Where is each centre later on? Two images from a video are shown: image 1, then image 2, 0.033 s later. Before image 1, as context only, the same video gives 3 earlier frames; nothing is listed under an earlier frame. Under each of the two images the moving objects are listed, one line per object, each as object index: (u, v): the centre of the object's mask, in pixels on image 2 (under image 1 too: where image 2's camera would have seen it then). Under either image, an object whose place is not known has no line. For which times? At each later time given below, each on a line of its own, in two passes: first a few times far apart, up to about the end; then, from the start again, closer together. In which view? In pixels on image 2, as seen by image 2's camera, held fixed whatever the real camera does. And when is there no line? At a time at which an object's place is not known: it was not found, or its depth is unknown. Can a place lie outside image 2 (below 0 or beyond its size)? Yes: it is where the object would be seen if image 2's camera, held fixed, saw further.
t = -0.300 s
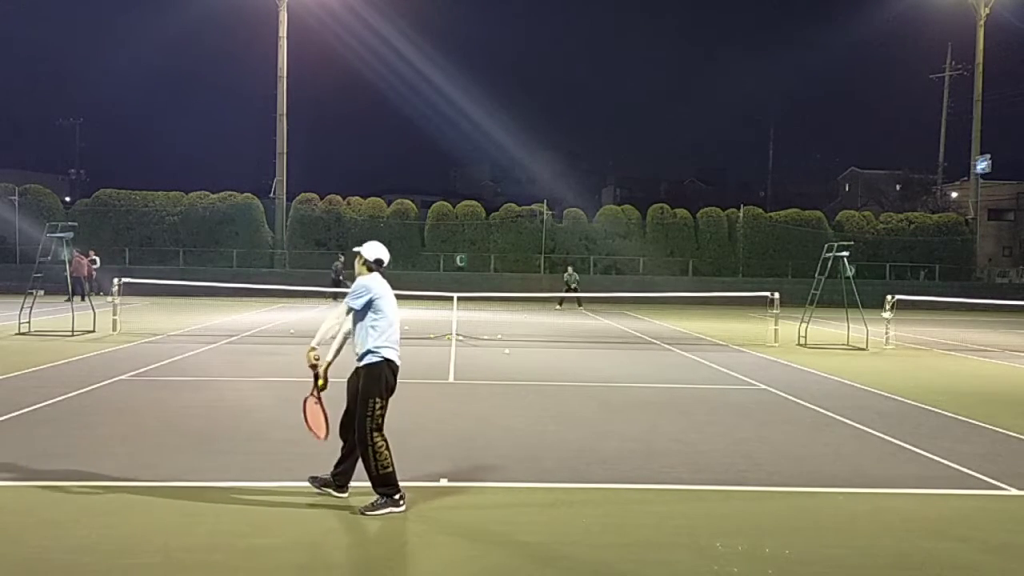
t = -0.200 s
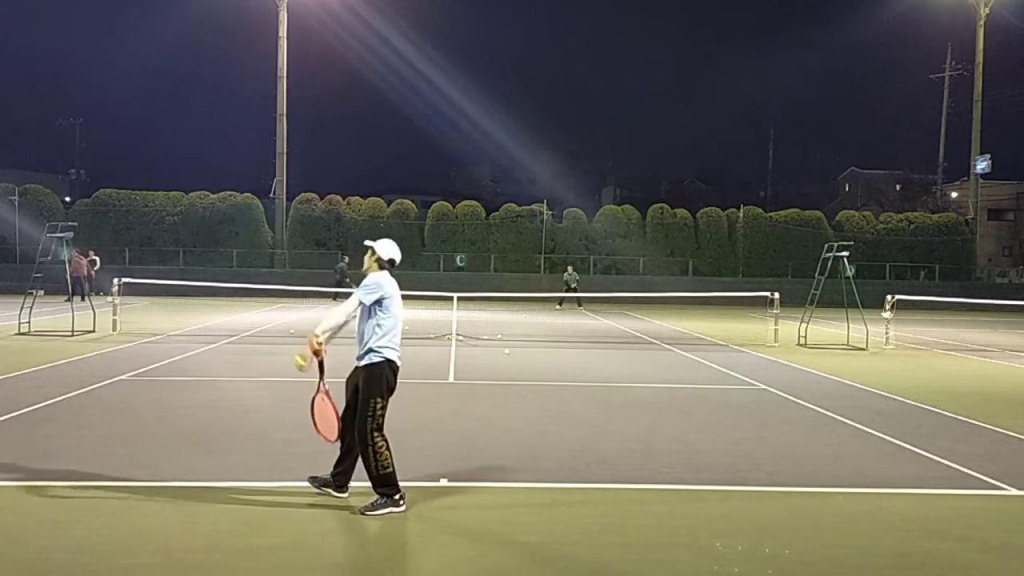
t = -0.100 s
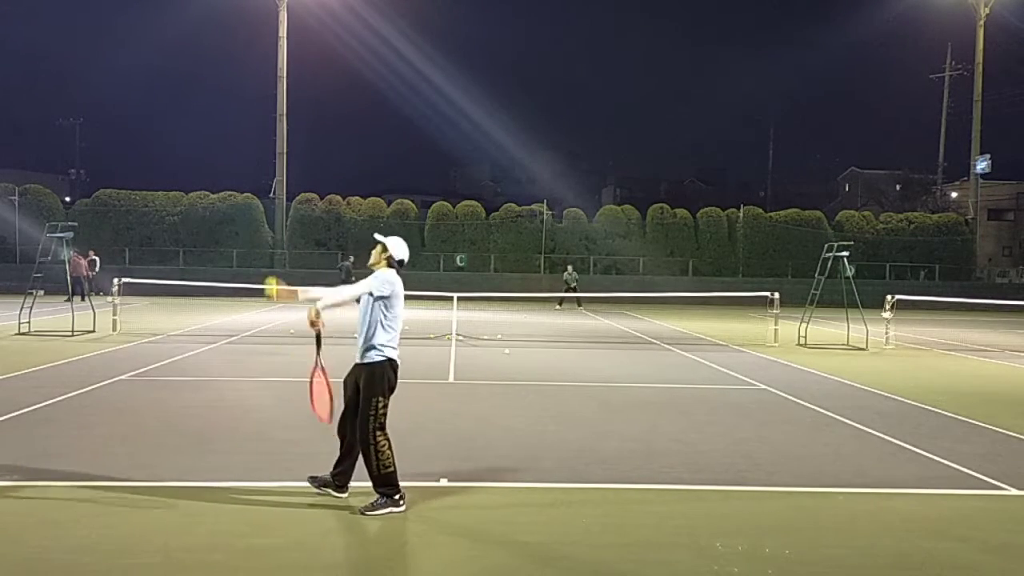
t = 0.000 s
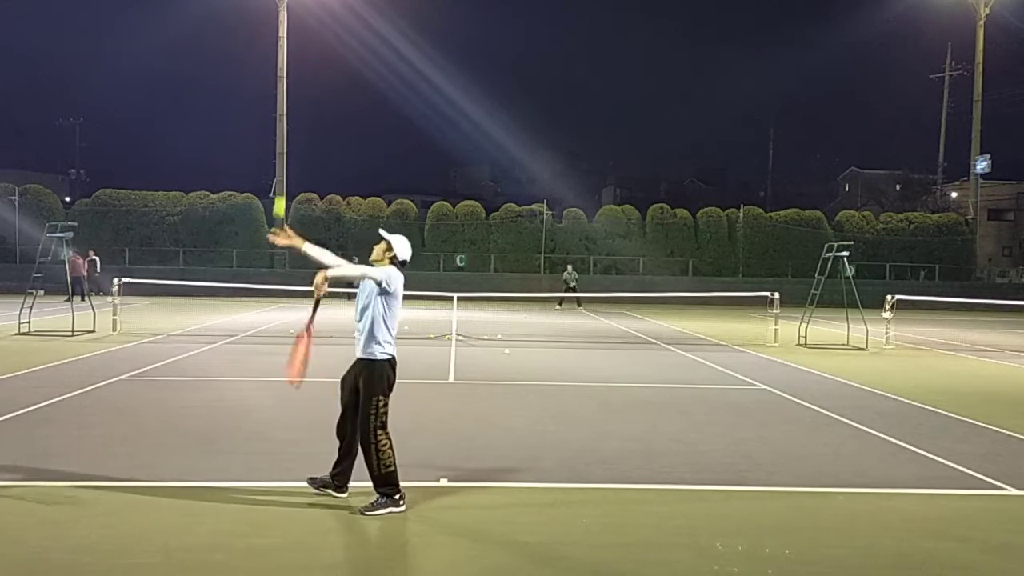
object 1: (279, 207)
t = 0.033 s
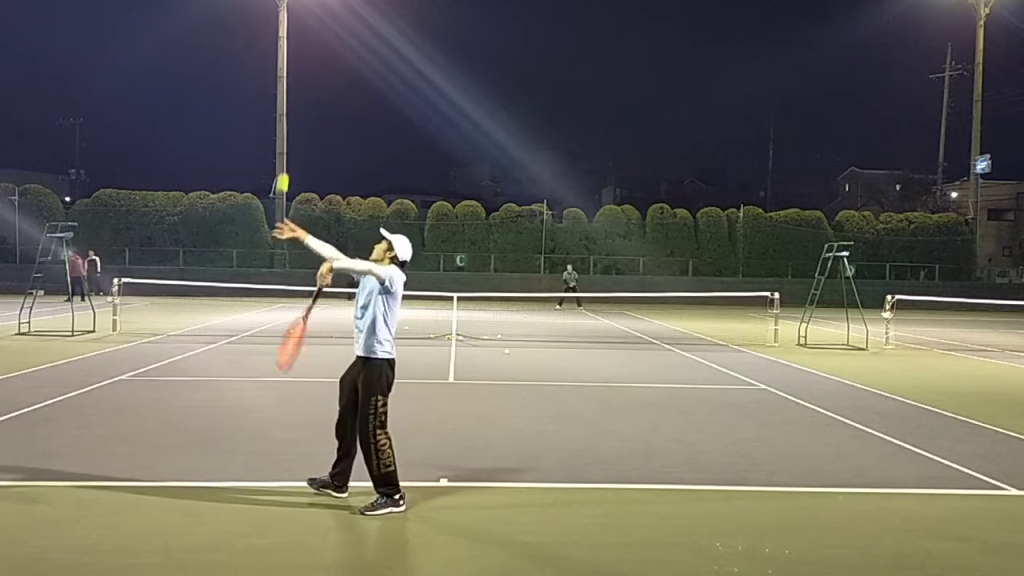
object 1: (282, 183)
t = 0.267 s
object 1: (303, 68)
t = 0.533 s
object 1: (325, 42)
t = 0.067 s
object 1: (286, 161)
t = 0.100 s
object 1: (289, 142)
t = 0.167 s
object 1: (294, 107)
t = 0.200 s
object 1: (297, 93)
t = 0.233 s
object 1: (300, 79)
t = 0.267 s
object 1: (303, 68)
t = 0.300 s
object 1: (306, 59)
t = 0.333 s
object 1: (308, 52)
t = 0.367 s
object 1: (311, 46)
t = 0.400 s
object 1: (314, 41)
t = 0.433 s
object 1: (317, 39)
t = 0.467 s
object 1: (319, 39)
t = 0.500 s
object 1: (322, 40)
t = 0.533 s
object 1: (325, 42)
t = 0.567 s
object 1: (327, 46)
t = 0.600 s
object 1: (330, 52)
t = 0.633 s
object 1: (332, 59)
